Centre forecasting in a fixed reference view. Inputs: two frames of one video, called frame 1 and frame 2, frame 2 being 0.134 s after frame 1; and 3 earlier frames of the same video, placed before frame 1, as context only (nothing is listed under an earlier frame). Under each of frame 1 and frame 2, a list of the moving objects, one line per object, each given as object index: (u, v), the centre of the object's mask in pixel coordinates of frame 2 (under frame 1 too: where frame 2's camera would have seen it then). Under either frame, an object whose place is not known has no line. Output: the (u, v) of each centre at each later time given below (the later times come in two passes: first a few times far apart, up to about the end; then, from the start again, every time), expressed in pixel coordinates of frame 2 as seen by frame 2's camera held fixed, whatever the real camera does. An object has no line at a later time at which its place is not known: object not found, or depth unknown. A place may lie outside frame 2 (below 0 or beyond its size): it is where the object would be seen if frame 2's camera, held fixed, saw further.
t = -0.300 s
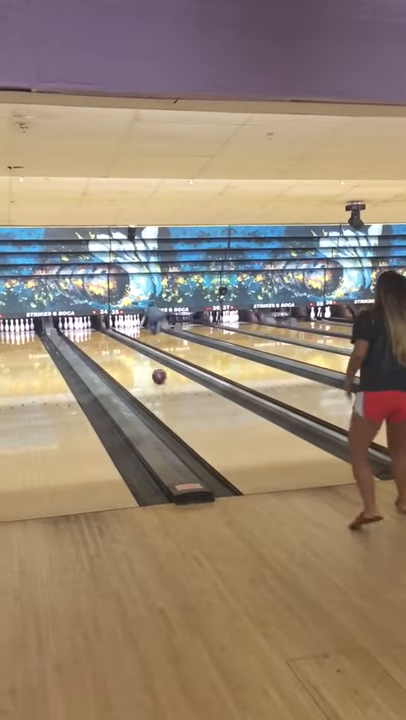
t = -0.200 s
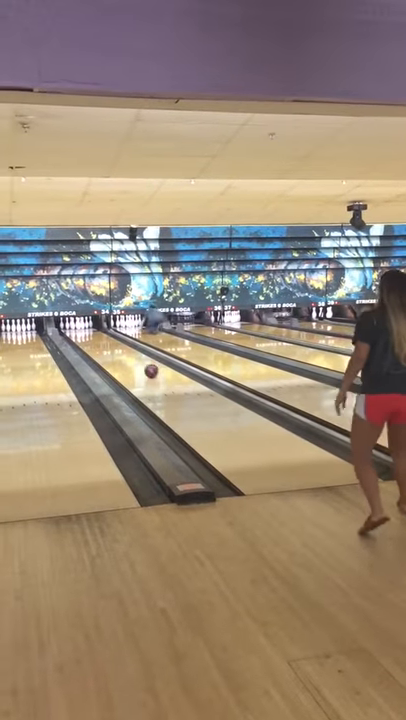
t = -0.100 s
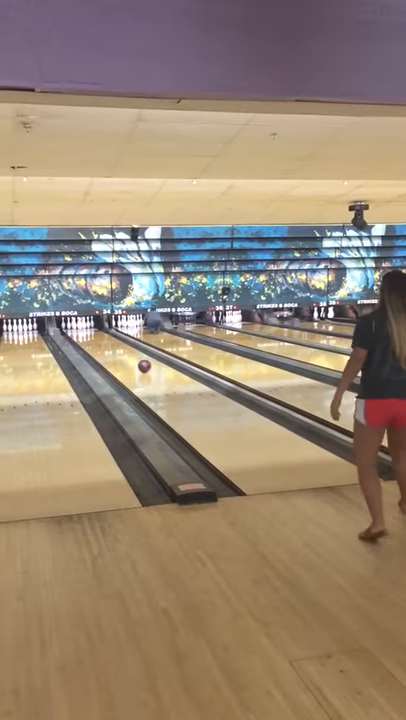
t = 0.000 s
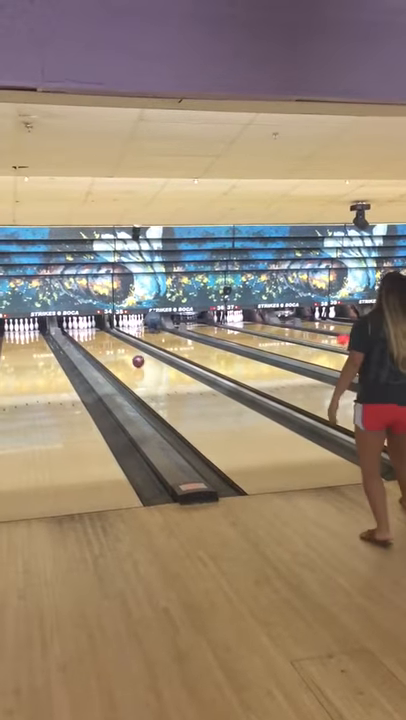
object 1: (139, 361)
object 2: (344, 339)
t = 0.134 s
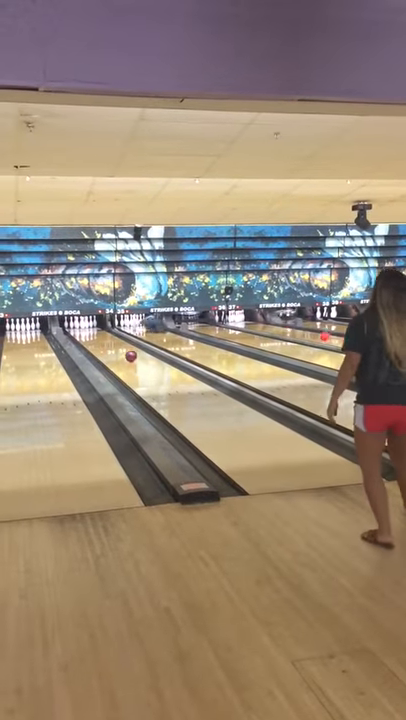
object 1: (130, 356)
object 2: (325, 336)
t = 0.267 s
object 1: (123, 352)
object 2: (308, 334)
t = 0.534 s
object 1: (110, 345)
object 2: (280, 328)
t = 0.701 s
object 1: (104, 341)
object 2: (265, 326)
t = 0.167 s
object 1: (128, 355)
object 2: (320, 336)
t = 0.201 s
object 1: (127, 354)
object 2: (317, 335)
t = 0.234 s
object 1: (125, 353)
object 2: (312, 334)
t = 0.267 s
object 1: (123, 352)
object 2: (308, 334)
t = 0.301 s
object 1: (122, 351)
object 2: (305, 333)
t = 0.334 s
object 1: (120, 350)
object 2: (301, 333)
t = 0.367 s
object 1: (118, 349)
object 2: (297, 332)
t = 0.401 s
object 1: (116, 348)
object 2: (293, 331)
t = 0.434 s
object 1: (115, 347)
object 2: (290, 331)
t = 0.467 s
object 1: (114, 346)
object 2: (287, 331)
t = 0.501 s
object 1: (112, 346)
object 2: (283, 329)
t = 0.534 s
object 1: (110, 345)
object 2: (280, 328)
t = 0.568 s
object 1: (109, 344)
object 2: (276, 328)
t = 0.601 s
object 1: (108, 343)
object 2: (275, 328)
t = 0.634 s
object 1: (106, 342)
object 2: (274, 328)
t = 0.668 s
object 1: (106, 342)
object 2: (268, 327)
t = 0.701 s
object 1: (104, 341)
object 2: (265, 326)
